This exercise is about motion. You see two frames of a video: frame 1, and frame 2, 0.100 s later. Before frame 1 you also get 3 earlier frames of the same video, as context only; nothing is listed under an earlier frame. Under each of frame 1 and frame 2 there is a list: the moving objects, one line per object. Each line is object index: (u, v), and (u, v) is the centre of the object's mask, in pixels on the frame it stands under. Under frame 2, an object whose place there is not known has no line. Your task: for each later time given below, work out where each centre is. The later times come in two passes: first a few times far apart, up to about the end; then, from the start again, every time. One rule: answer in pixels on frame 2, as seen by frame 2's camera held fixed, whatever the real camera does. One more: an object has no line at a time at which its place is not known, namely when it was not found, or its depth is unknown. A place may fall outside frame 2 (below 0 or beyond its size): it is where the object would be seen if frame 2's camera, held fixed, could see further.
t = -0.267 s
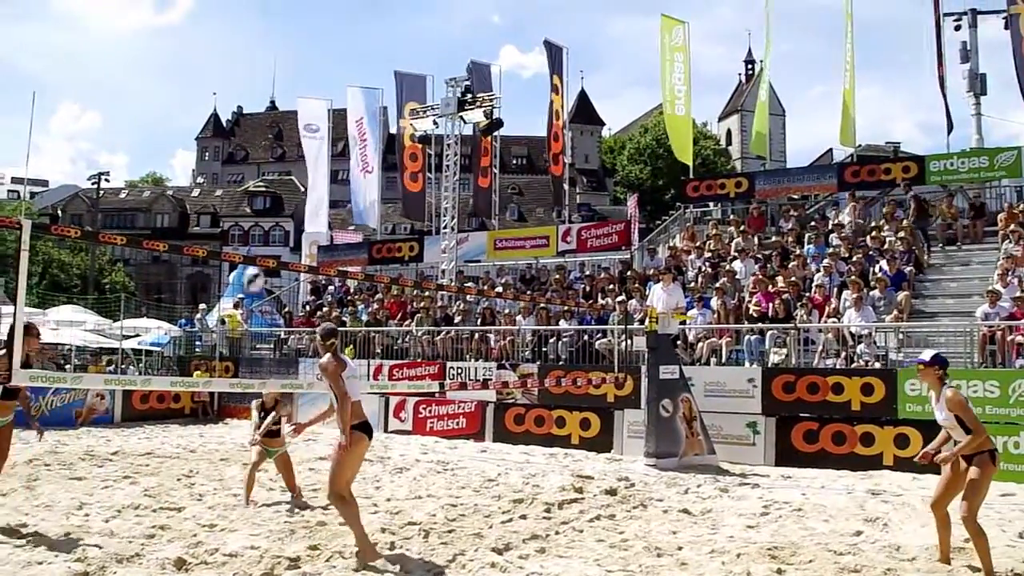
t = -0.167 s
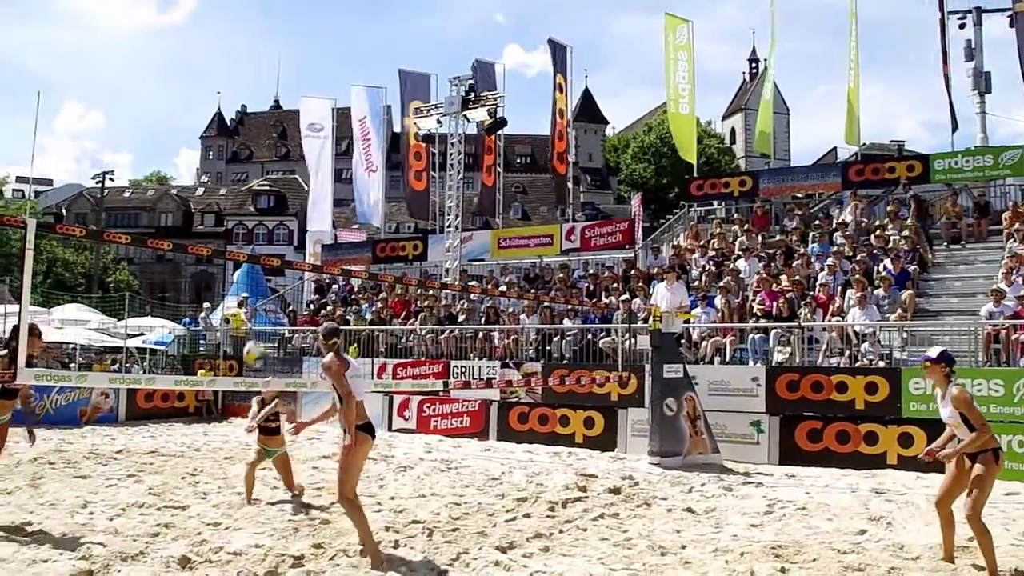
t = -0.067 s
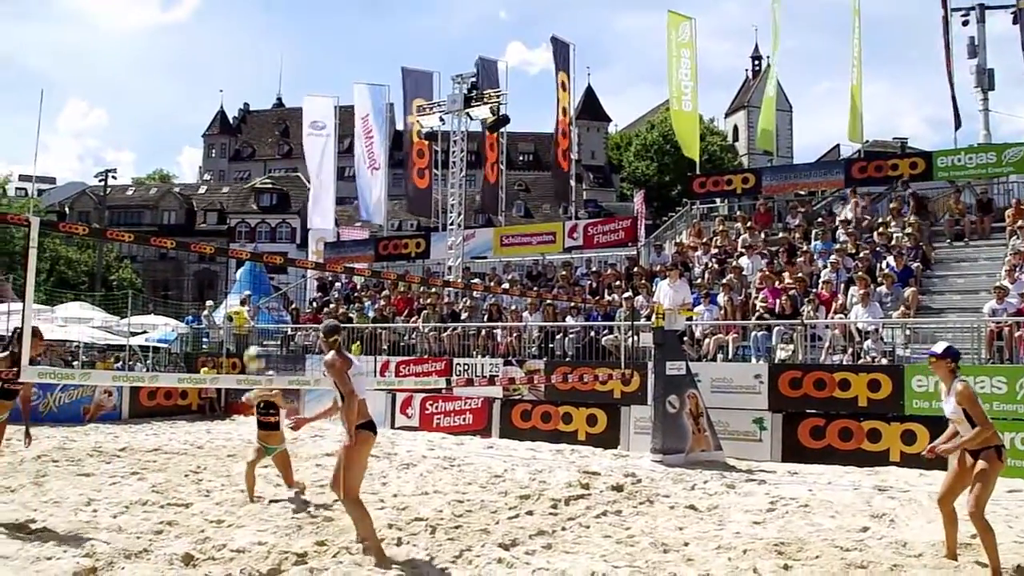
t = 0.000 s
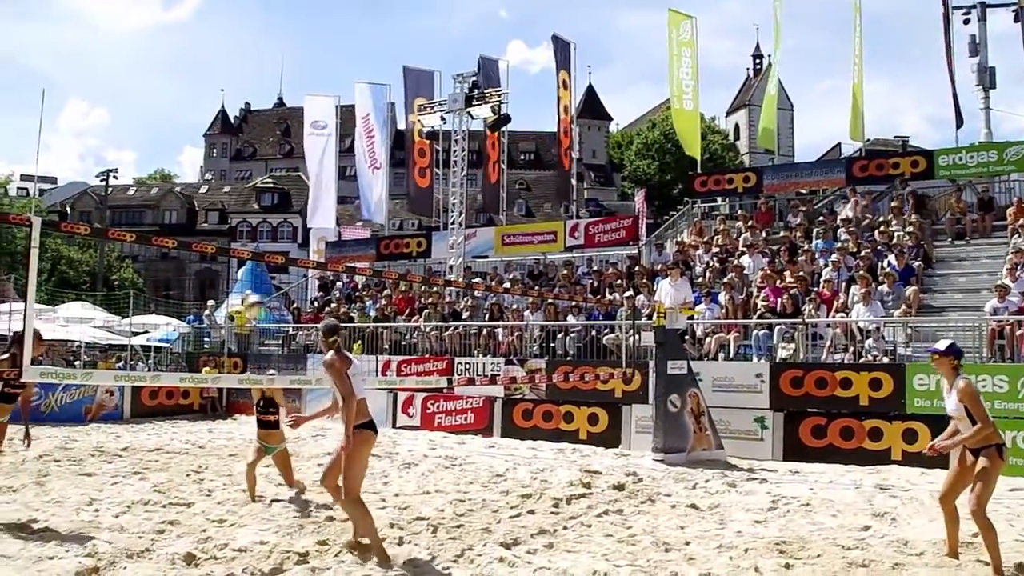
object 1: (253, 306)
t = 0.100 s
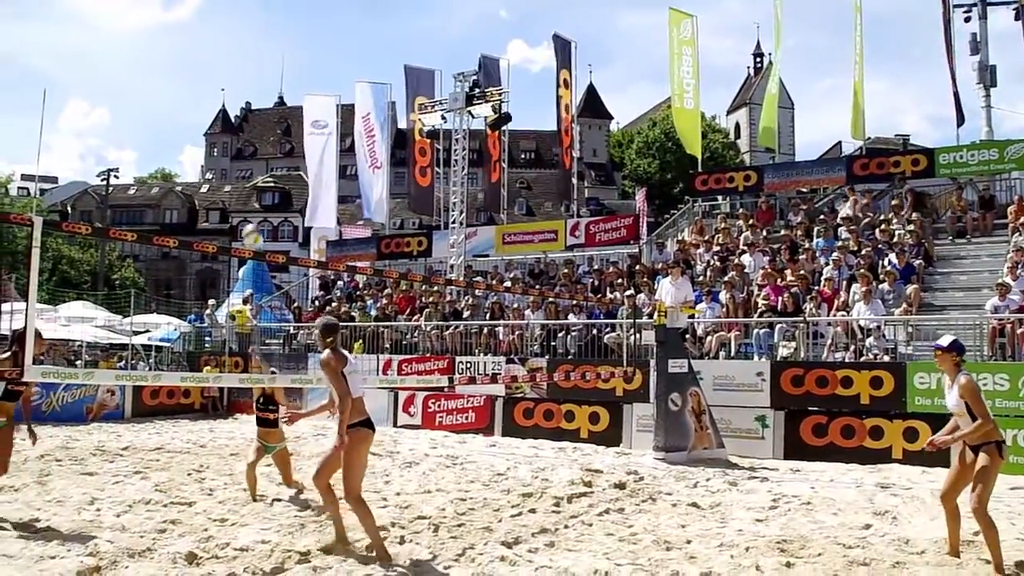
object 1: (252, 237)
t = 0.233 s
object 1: (248, 159)
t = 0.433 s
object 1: (243, 79)
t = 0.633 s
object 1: (232, 36)
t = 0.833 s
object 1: (219, 34)
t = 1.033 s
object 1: (203, 76)
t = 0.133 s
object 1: (252, 215)
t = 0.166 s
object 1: (250, 196)
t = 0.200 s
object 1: (249, 177)
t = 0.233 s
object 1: (248, 159)
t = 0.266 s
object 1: (247, 143)
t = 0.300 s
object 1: (246, 128)
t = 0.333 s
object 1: (247, 114)
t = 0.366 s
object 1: (246, 102)
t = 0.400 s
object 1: (245, 90)
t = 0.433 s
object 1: (243, 79)
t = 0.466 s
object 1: (241, 69)
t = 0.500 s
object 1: (240, 60)
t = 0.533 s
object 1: (238, 53)
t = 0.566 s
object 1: (236, 47)
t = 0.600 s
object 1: (234, 41)
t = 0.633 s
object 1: (232, 36)
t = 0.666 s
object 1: (231, 34)
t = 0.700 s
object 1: (228, 32)
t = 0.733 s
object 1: (226, 31)
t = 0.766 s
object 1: (224, 31)
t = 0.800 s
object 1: (221, 32)
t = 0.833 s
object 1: (219, 34)
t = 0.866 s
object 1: (217, 38)
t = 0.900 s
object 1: (214, 42)
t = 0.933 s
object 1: (211, 49)
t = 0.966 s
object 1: (208, 56)
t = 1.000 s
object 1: (206, 66)
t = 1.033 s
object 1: (203, 76)
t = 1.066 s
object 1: (200, 88)
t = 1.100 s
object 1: (196, 100)
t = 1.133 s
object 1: (193, 114)
